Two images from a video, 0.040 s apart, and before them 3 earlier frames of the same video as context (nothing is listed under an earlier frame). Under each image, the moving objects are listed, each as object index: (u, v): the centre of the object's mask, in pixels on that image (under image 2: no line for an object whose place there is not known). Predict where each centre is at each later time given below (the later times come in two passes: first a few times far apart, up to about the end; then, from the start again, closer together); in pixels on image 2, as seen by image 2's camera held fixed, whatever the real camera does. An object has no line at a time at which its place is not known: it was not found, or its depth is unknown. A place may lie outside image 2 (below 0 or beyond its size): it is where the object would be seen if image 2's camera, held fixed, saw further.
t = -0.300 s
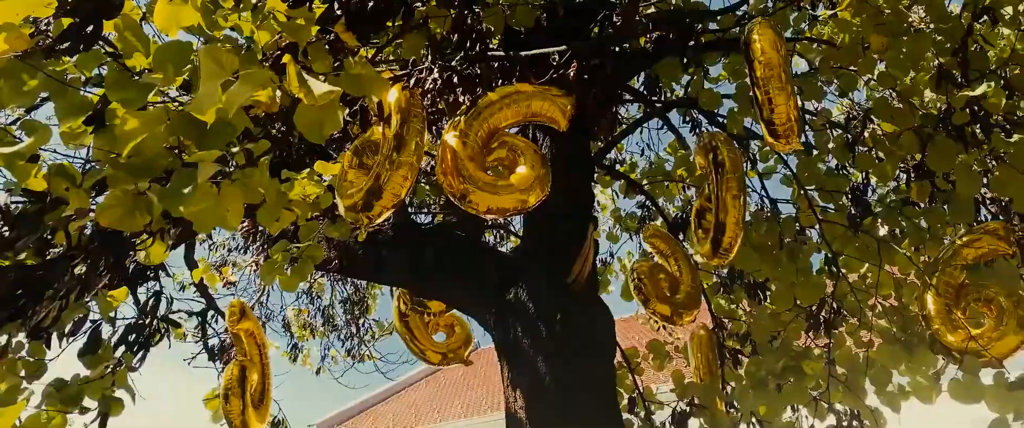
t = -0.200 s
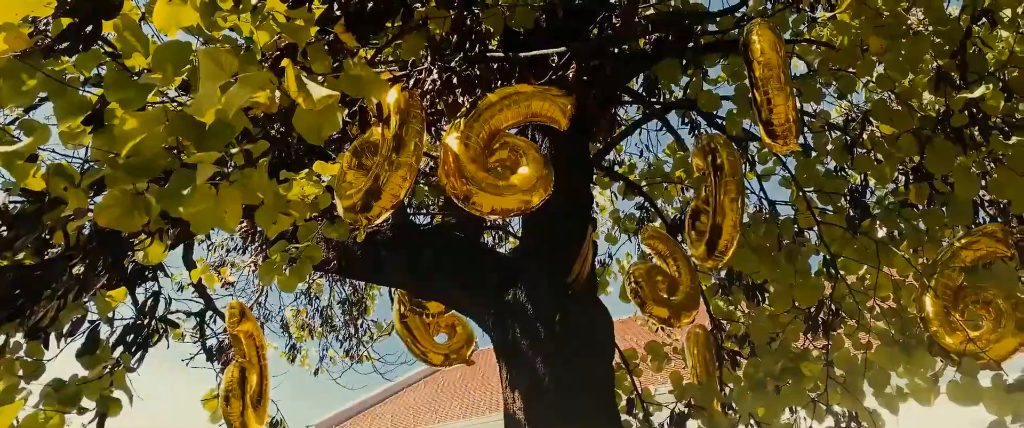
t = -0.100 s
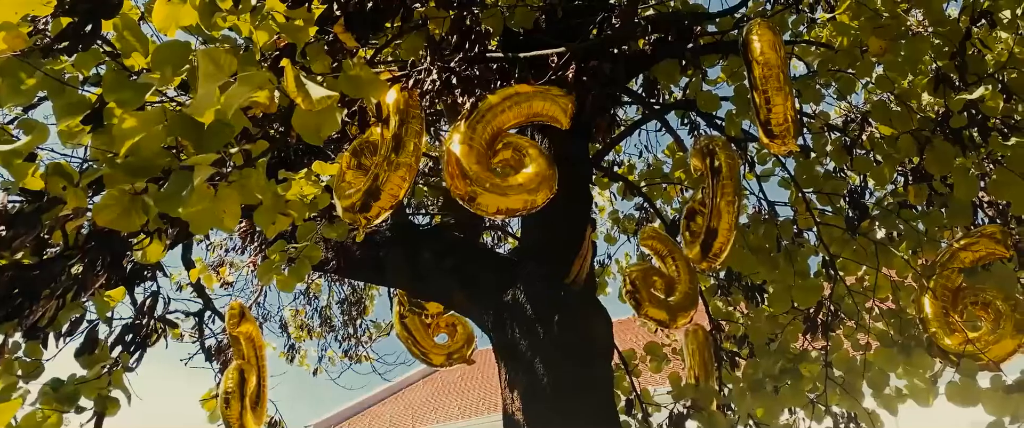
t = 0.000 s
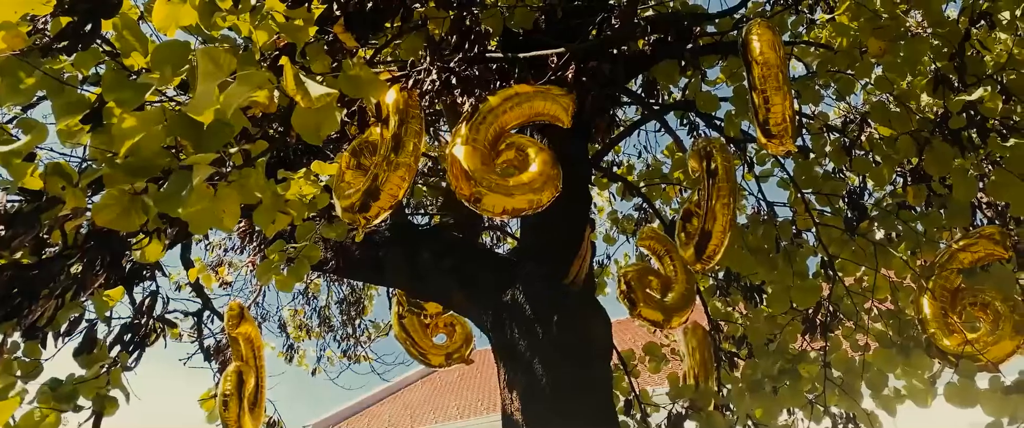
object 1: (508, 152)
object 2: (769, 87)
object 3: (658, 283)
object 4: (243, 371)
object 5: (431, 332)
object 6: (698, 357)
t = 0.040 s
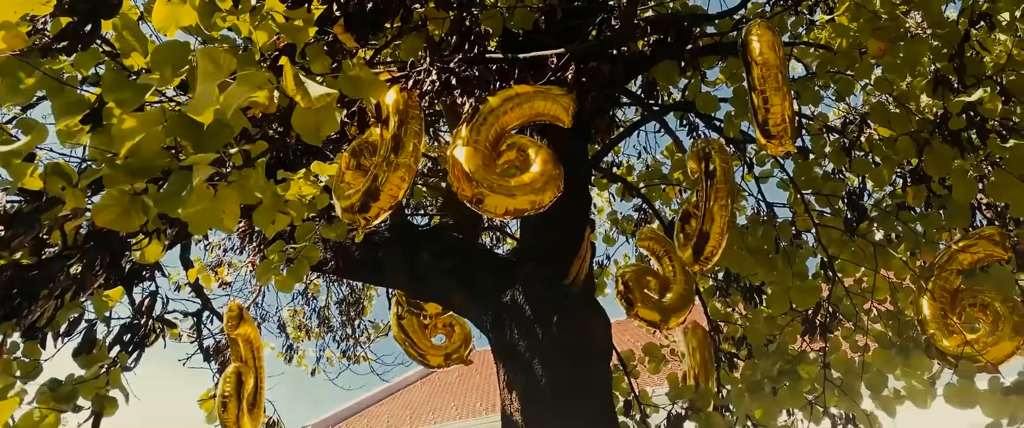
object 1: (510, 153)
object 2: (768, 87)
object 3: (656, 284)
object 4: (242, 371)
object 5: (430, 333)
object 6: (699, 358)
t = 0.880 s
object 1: (508, 149)
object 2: (767, 81)
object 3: (631, 268)
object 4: (231, 376)
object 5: (397, 324)
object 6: (692, 370)
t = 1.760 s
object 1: (513, 148)
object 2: (769, 84)
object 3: (657, 279)
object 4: (238, 373)
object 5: (415, 330)
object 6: (701, 356)
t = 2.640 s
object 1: (515, 145)
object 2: (768, 90)
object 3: (633, 281)
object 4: (247, 372)
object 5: (399, 330)
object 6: (699, 366)
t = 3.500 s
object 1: (519, 140)
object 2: (775, 70)
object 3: (640, 282)
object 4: (256, 368)
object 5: (408, 330)
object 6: (691, 342)
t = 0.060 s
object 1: (510, 153)
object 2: (768, 87)
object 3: (655, 284)
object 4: (242, 371)
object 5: (430, 333)
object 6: (699, 357)
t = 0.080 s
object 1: (511, 153)
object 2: (768, 87)
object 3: (654, 284)
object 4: (242, 371)
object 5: (429, 333)
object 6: (699, 356)
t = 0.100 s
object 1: (511, 153)
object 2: (768, 87)
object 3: (653, 284)
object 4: (241, 372)
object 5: (429, 333)
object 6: (698, 364)
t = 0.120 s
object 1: (512, 153)
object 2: (768, 87)
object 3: (653, 284)
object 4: (241, 372)
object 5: (428, 333)
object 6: (697, 356)
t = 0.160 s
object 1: (513, 152)
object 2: (768, 87)
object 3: (651, 284)
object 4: (241, 372)
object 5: (427, 333)
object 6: (697, 356)
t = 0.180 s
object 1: (514, 152)
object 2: (768, 87)
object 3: (650, 283)
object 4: (240, 372)
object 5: (426, 333)
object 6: (698, 364)
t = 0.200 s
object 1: (514, 152)
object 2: (768, 87)
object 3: (649, 283)
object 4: (240, 372)
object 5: (425, 333)
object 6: (698, 363)
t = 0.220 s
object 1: (514, 152)
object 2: (768, 87)
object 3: (648, 283)
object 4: (240, 372)
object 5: (424, 333)
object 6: (697, 357)
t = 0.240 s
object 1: (515, 152)
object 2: (768, 86)
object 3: (647, 282)
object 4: (239, 373)
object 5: (423, 333)
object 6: (698, 363)
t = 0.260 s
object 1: (515, 152)
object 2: (768, 86)
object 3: (646, 282)
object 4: (239, 373)
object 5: (423, 333)
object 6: (698, 363)
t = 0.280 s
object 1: (515, 152)
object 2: (768, 86)
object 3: (645, 282)
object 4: (239, 373)
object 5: (422, 332)
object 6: (698, 363)
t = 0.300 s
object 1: (516, 152)
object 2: (768, 86)
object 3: (644, 281)
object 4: (238, 373)
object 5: (421, 332)
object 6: (697, 357)
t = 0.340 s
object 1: (516, 152)
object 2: (767, 86)
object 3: (642, 280)
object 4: (238, 374)
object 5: (419, 332)
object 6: (697, 356)
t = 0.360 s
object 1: (516, 152)
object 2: (767, 86)
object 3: (641, 280)
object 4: (237, 374)
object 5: (417, 331)
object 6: (697, 357)
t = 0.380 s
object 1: (516, 152)
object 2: (767, 86)
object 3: (640, 279)
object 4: (237, 374)
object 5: (416, 331)
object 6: (697, 356)
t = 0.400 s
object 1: (516, 151)
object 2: (767, 86)
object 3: (639, 279)
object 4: (237, 374)
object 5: (415, 331)
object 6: (697, 357)
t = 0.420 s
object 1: (516, 151)
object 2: (767, 86)
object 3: (638, 278)
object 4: (237, 374)
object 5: (414, 331)
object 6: (697, 358)
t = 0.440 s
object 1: (516, 151)
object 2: (767, 86)
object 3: (638, 278)
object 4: (236, 376)
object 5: (413, 330)
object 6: (697, 358)
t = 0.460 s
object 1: (516, 151)
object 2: (767, 85)
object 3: (637, 277)
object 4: (236, 376)
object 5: (412, 330)
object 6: (697, 358)
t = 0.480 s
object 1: (516, 151)
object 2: (767, 85)
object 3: (636, 276)
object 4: (236, 375)
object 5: (411, 330)
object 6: (697, 359)
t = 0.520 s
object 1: (515, 151)
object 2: (767, 85)
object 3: (635, 276)
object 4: (235, 376)
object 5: (409, 329)
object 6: (697, 359)
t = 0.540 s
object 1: (515, 151)
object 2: (767, 85)
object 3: (634, 275)
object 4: (235, 376)
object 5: (408, 329)
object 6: (695, 369)
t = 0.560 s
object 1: (514, 151)
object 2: (766, 84)
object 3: (634, 275)
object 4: (235, 376)
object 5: (407, 328)
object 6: (695, 369)
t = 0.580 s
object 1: (514, 151)
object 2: (766, 84)
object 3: (634, 274)
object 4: (234, 376)
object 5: (406, 328)
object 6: (697, 359)
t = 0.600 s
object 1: (514, 151)
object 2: (767, 84)
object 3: (633, 273)
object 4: (234, 376)
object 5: (405, 328)
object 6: (695, 369)
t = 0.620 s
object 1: (513, 150)
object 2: (766, 84)
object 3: (633, 272)
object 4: (234, 376)
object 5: (404, 327)
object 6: (695, 369)
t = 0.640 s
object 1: (513, 150)
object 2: (767, 84)
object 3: (632, 271)
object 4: (233, 376)
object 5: (404, 327)
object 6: (694, 368)
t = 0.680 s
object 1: (512, 150)
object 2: (767, 83)
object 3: (632, 271)
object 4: (233, 376)
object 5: (402, 326)
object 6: (694, 368)
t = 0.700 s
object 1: (511, 149)
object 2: (766, 83)
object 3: (632, 270)
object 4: (233, 376)
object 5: (401, 326)
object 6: (693, 369)
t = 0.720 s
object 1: (511, 149)
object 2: (767, 83)
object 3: (631, 270)
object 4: (232, 376)
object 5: (400, 326)
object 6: (693, 369)
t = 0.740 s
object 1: (510, 149)
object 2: (767, 82)
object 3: (631, 269)
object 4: (232, 376)
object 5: (399, 325)
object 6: (693, 368)
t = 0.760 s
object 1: (510, 149)
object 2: (767, 82)
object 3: (631, 269)
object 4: (232, 376)
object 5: (399, 325)
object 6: (692, 362)
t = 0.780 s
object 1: (509, 149)
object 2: (767, 82)
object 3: (631, 269)
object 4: (232, 376)
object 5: (398, 325)
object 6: (692, 362)
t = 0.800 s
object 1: (509, 149)
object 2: (767, 82)
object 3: (631, 269)
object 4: (232, 376)
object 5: (398, 325)
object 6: (692, 362)
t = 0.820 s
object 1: (509, 149)
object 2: (767, 81)
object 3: (631, 269)
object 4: (232, 376)
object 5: (398, 325)
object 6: (692, 363)
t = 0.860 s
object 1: (508, 149)
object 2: (767, 81)
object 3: (631, 268)
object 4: (231, 376)
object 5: (397, 324)
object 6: (692, 363)
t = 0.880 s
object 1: (508, 149)
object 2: (767, 81)
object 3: (631, 268)
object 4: (231, 376)
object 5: (397, 324)
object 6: (692, 370)
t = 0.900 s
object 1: (508, 149)
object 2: (767, 81)
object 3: (631, 268)
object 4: (231, 376)
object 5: (396, 324)
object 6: (691, 369)
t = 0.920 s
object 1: (508, 149)
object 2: (767, 80)
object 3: (631, 268)
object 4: (231, 376)
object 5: (396, 324)
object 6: (691, 370)
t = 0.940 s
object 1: (508, 149)
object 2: (767, 80)
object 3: (632, 268)
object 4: (231, 375)
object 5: (396, 324)
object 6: (692, 371)
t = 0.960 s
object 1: (507, 149)
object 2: (767, 80)
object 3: (632, 268)
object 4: (231, 375)
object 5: (396, 324)
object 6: (691, 370)
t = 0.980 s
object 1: (507, 149)
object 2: (767, 80)
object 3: (632, 268)
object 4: (231, 375)
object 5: (396, 324)
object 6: (691, 370)
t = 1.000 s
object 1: (507, 149)
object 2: (767, 80)
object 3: (632, 268)
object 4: (231, 375)
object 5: (396, 324)
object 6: (691, 369)
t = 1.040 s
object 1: (508, 149)
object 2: (767, 80)
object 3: (633, 268)
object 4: (231, 375)
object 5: (396, 324)
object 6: (691, 370)
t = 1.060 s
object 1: (508, 149)
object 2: (767, 80)
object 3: (633, 268)
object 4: (231, 375)
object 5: (396, 324)
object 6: (691, 370)
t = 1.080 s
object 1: (508, 149)
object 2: (767, 80)
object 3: (634, 268)
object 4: (231, 375)
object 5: (396, 324)
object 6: (691, 370)
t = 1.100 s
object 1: (508, 150)
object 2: (767, 80)
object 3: (634, 268)
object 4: (231, 375)
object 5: (396, 324)
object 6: (691, 371)
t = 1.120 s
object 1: (509, 150)
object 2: (767, 80)
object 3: (635, 268)
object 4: (231, 375)
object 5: (397, 324)
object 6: (691, 370)
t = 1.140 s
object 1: (509, 150)
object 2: (767, 80)
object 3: (635, 268)
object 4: (232, 375)
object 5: (397, 324)
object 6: (691, 370)
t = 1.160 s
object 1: (509, 150)
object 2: (767, 80)
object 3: (636, 269)
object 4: (232, 375)
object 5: (397, 324)
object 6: (691, 370)
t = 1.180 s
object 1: (510, 150)
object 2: (767, 80)
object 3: (637, 269)
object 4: (232, 375)
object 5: (398, 324)
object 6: (691, 370)
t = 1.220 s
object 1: (510, 150)
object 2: (768, 80)
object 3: (637, 270)
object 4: (232, 374)
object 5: (399, 325)
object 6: (691, 369)
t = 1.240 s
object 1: (511, 150)
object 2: (768, 80)
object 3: (638, 270)
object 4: (232, 374)
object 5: (399, 325)
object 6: (692, 368)
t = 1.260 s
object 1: (511, 151)
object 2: (768, 80)
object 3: (639, 271)
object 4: (232, 374)
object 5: (400, 325)
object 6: (692, 369)
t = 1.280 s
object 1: (512, 151)
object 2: (767, 80)
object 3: (640, 271)
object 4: (233, 374)
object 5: (401, 326)
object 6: (692, 367)
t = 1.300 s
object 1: (512, 151)
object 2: (768, 80)
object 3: (641, 271)
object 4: (233, 374)
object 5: (401, 326)
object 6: (692, 367)
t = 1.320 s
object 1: (512, 151)
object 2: (767, 80)
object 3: (642, 272)
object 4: (233, 374)
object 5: (401, 326)
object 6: (692, 368)
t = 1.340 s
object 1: (512, 151)
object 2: (767, 80)
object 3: (642, 272)
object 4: (233, 374)
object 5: (402, 326)
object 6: (693, 368)
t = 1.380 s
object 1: (513, 151)
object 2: (768, 80)
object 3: (644, 273)
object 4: (234, 374)
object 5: (404, 327)
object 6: (693, 366)
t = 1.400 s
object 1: (513, 151)
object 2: (767, 80)
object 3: (646, 275)
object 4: (234, 374)
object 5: (405, 327)
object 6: (693, 366)
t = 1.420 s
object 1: (513, 151)
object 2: (767, 81)
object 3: (647, 275)
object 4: (234, 374)
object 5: (405, 327)
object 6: (694, 367)
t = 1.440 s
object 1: (513, 151)
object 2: (767, 81)
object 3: (647, 275)
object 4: (234, 374)
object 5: (406, 327)
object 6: (694, 367)
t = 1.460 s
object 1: (513, 151)
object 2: (767, 81)
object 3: (649, 276)
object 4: (234, 374)
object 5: (406, 328)
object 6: (695, 367)
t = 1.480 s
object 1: (513, 151)
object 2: (767, 81)
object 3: (649, 276)
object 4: (235, 373)
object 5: (408, 328)
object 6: (695, 367)
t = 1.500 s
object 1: (513, 151)
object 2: (767, 81)
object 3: (651, 276)
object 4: (235, 373)
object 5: (408, 328)
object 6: (696, 367)
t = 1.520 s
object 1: (513, 150)
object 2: (768, 81)
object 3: (652, 276)
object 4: (235, 373)
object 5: (409, 328)
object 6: (698, 361)
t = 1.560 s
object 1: (514, 150)
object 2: (768, 82)
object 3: (653, 277)
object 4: (236, 373)
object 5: (410, 329)
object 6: (699, 361)
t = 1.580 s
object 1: (514, 150)
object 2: (768, 82)
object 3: (654, 277)
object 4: (236, 373)
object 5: (411, 329)
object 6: (699, 360)
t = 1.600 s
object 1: (514, 150)
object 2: (768, 82)
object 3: (654, 277)
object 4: (236, 373)
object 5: (411, 329)
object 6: (699, 360)
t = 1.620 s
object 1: (514, 150)
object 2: (768, 83)
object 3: (655, 277)
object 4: (237, 373)
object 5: (412, 329)
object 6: (698, 357)
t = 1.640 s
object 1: (514, 150)
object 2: (768, 83)
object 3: (655, 277)
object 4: (237, 373)
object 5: (413, 330)
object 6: (698, 357)
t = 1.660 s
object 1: (514, 149)
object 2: (768, 83)
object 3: (655, 278)
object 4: (237, 373)
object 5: (413, 330)
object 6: (698, 357)
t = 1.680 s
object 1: (513, 149)
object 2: (769, 83)
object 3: (656, 278)
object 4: (237, 373)
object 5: (414, 330)
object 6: (699, 356)
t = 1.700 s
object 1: (513, 149)
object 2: (769, 83)
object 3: (656, 278)
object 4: (238, 373)
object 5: (414, 330)
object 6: (699, 357)
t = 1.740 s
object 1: (513, 149)
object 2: (769, 84)
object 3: (657, 279)
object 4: (238, 373)
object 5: (415, 330)
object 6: (700, 356)
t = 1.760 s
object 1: (513, 148)
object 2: (769, 84)
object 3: (657, 279)
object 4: (238, 373)
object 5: (415, 330)
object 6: (701, 356)
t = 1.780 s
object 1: (513, 148)
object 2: (769, 84)
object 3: (657, 280)
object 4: (239, 373)
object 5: (416, 330)
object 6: (701, 356)
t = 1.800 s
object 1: (513, 148)
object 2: (770, 84)
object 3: (657, 280)
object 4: (239, 373)
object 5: (416, 330)
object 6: (702, 356)
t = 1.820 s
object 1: (513, 148)
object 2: (770, 84)
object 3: (657, 280)
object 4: (239, 373)
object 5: (416, 330)
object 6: (701, 356)
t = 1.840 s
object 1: (513, 148)
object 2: (770, 85)
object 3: (656, 281)
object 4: (239, 373)
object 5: (416, 330)
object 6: (701, 356)
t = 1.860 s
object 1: (513, 147)
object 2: (770, 85)
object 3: (656, 281)
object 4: (240, 373)
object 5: (416, 331)
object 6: (701, 356)
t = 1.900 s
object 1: (513, 147)
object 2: (770, 85)
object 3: (656, 282)
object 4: (241, 373)
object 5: (416, 330)
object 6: (702, 356)
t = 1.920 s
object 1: (513, 147)
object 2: (770, 85)
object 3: (656, 283)
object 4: (241, 373)
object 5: (415, 330)
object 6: (702, 356)
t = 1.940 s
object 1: (513, 147)
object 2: (770, 85)
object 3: (655, 283)
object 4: (241, 373)
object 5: (415, 330)
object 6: (702, 355)
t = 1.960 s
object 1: (513, 147)
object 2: (770, 86)
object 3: (655, 283)
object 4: (241, 373)
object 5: (415, 330)
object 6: (702, 355)
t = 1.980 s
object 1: (513, 147)
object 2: (770, 86)
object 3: (654, 284)
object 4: (242, 372)
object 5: (415, 330)
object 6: (702, 355)
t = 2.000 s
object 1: (513, 147)
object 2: (770, 86)
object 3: (654, 284)
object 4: (242, 373)
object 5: (414, 330)
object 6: (702, 355)
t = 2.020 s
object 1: (514, 147)
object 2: (770, 87)
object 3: (653, 285)
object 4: (243, 373)
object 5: (414, 330)
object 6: (702, 355)
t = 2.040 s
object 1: (514, 146)
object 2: (770, 87)
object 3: (653, 285)
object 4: (243, 373)
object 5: (414, 330)
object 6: (702, 354)
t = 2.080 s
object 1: (514, 146)
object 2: (771, 87)
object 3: (652, 286)
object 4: (244, 373)
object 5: (413, 330)
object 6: (702, 355)
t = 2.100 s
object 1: (514, 146)
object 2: (771, 88)
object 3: (651, 286)
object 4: (244, 373)
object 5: (412, 330)
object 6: (706, 368)
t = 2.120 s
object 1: (514, 146)
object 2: (771, 88)
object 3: (650, 286)
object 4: (244, 373)
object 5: (412, 331)
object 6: (706, 367)
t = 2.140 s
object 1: (514, 146)
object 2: (771, 88)
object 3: (650, 287)
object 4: (245, 373)
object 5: (412, 331)
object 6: (706, 367)
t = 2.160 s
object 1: (514, 146)
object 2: (771, 88)
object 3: (649, 287)
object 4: (245, 373)
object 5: (411, 331)
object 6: (706, 367)
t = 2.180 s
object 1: (514, 146)
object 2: (771, 89)
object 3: (648, 287)
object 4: (245, 373)
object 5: (411, 331)
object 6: (706, 367)
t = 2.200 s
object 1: (514, 145)
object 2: (771, 89)
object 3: (648, 287)
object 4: (245, 373)
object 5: (410, 331)
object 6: (706, 367)
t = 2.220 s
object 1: (515, 145)
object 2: (771, 89)
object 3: (647, 287)
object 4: (246, 373)
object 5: (410, 331)
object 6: (706, 366)
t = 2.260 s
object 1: (515, 145)
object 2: (771, 89)
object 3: (646, 287)
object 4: (246, 373)
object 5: (409, 331)
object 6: (706, 367)
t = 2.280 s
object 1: (515, 145)
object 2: (771, 89)
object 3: (646, 287)
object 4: (246, 373)
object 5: (408, 331)
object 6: (705, 366)
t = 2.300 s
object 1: (515, 145)
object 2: (771, 90)
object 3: (645, 287)
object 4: (246, 373)
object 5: (408, 331)
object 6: (705, 366)
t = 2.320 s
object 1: (514, 145)
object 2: (771, 90)
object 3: (644, 287)
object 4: (247, 373)
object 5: (407, 331)
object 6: (705, 367)
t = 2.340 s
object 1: (515, 145)
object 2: (771, 90)
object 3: (644, 287)
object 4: (247, 373)
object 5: (407, 331)
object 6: (705, 368)
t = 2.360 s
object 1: (515, 145)
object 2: (771, 90)
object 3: (642, 287)
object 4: (247, 373)
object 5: (406, 331)
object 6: (705, 368)
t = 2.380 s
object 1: (514, 145)
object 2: (771, 90)
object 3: (641, 286)
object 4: (247, 373)
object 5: (405, 331)
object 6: (704, 367)
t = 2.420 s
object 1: (514, 145)
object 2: (770, 90)
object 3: (640, 286)
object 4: (247, 373)
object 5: (404, 331)
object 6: (704, 367)
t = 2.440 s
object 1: (514, 145)
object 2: (771, 90)
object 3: (639, 285)
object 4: (247, 373)
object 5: (404, 331)
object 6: (704, 368)
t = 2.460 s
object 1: (514, 145)
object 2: (770, 90)
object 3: (638, 285)
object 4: (247, 373)
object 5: (403, 331)
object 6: (703, 367)
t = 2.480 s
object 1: (514, 145)
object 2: (770, 90)
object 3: (638, 284)
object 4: (247, 373)
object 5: (402, 331)
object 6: (703, 368)
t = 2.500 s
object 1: (514, 145)
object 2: (769, 90)
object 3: (638, 284)
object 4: (247, 373)
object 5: (402, 331)
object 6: (703, 369)
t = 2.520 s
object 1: (514, 145)
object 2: (769, 90)
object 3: (637, 284)
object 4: (247, 373)
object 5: (401, 331)
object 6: (702, 368)
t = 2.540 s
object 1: (514, 145)
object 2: (769, 91)
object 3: (637, 283)
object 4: (247, 373)
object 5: (401, 331)
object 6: (701, 368)
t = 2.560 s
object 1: (514, 145)
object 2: (769, 91)
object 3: (636, 283)
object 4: (247, 373)
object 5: (401, 331)
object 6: (701, 367)
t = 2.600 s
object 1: (514, 145)
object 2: (768, 90)
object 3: (634, 282)
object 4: (247, 373)
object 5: (400, 331)
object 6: (700, 366)
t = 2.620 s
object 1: (515, 145)
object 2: (768, 90)
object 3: (634, 282)
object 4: (247, 372)
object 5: (399, 330)
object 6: (700, 365)
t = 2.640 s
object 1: (515, 145)
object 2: (768, 90)
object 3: (633, 281)
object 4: (247, 372)
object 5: (399, 330)
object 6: (699, 366)
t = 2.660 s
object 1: (515, 145)
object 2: (768, 90)
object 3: (633, 281)
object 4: (247, 372)
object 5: (399, 330)
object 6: (699, 365)
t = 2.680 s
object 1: (515, 145)
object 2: (768, 90)
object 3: (632, 281)
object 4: (248, 372)
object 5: (399, 330)
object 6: (699, 365)
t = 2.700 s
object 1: (515, 145)
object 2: (767, 90)
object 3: (632, 280)
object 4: (248, 372)
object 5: (398, 331)
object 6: (698, 364)
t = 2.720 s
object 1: (515, 145)
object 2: (767, 89)
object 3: (631, 280)
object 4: (248, 372)
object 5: (398, 330)
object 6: (697, 363)
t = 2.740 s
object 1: (515, 145)
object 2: (767, 89)
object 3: (630, 279)
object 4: (248, 372)
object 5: (398, 330)
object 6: (697, 363)
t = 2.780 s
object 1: (515, 145)
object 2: (767, 89)
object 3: (629, 279)
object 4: (248, 372)
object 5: (397, 330)
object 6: (697, 363)
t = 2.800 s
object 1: (515, 145)
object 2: (767, 88)
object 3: (628, 279)
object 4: (248, 372)
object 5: (397, 330)
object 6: (696, 363)
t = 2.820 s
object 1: (515, 145)
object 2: (767, 88)
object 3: (628, 279)
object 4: (248, 372)
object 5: (397, 330)
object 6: (696, 362)
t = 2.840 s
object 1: (515, 145)
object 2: (767, 88)
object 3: (628, 279)
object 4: (249, 372)
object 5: (397, 330)
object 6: (696, 362)
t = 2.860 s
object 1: (515, 145)
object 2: (767, 87)
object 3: (628, 279)
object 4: (249, 372)
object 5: (397, 330)
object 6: (695, 361)
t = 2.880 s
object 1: (515, 145)
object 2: (768, 87)
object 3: (628, 279)
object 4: (249, 371)
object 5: (396, 330)
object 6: (695, 360)
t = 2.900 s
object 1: (515, 145)
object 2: (768, 86)
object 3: (628, 279)
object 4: (249, 371)
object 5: (396, 330)
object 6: (693, 353)
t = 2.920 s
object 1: (515, 145)
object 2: (768, 86)
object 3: (628, 278)
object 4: (249, 371)
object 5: (396, 330)
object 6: (694, 360)
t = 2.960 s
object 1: (515, 144)
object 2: (768, 84)
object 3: (629, 278)
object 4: (250, 371)
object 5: (396, 330)
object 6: (694, 359)
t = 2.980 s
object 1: (516, 144)
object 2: (768, 84)
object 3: (629, 277)
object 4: (251, 371)
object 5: (396, 330)
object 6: (693, 359)
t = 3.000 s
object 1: (516, 144)
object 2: (768, 83)
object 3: (629, 277)
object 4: (251, 371)
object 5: (396, 330)
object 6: (693, 358)
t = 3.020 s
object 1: (516, 144)
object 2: (768, 83)
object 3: (629, 277)
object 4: (251, 370)
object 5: (397, 330)
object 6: (693, 359)
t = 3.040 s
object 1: (516, 144)
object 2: (768, 82)
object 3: (627, 277)
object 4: (252, 370)
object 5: (397, 330)
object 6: (693, 359)
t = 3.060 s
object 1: (516, 144)
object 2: (769, 81)
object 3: (627, 277)
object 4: (252, 370)
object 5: (397, 330)
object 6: (693, 359)
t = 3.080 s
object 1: (516, 144)
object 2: (768, 81)
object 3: (627, 277)
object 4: (252, 370)
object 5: (397, 330)
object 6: (691, 352)
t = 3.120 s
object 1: (516, 144)
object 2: (769, 80)
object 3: (628, 277)
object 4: (253, 369)
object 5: (398, 330)
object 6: (690, 352)
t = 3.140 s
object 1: (516, 144)
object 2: (769, 79)
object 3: (629, 277)
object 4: (253, 369)
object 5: (398, 330)
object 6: (690, 352)
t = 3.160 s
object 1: (517, 143)
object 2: (769, 78)
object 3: (629, 277)
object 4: (253, 369)
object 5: (399, 330)
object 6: (690, 359)
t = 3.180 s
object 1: (517, 143)
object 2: (769, 78)
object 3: (630, 277)
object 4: (254, 369)
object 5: (399, 330)
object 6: (690, 358)
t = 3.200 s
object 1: (517, 143)
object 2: (770, 77)
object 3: (631, 277)
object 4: (254, 369)
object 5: (399, 330)
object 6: (689, 358)
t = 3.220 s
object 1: (517, 143)
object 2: (770, 77)
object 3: (631, 278)
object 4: (254, 369)
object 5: (400, 330)
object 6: (689, 358)
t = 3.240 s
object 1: (517, 143)
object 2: (771, 76)
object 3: (632, 278)
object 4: (255, 369)
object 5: (400, 330)
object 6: (689, 357)
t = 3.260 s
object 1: (517, 143)
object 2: (771, 76)
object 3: (633, 278)
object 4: (255, 369)
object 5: (401, 330)
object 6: (689, 358)
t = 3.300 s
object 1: (518, 142)
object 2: (772, 75)
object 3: (634, 278)
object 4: (255, 369)
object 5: (402, 330)
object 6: (689, 357)
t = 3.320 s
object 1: (518, 142)
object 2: (772, 74)
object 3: (635, 279)
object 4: (255, 369)
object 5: (402, 330)
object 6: (689, 356)
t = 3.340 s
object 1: (518, 142)
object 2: (772, 73)
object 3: (636, 278)
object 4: (256, 369)
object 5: (403, 330)
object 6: (690, 348)
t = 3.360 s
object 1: (518, 142)
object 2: (773, 73)
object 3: (636, 279)
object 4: (256, 369)
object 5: (404, 330)
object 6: (691, 346)
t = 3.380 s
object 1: (519, 141)
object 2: (773, 72)
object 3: (637, 279)
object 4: (256, 369)
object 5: (404, 330)
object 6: (691, 346)
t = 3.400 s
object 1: (519, 141)
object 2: (774, 72)
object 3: (637, 279)
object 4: (256, 369)
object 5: (405, 331)
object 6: (691, 345)
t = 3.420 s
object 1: (519, 141)
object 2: (774, 71)
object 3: (638, 280)
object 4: (256, 368)
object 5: (405, 331)
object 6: (691, 344)
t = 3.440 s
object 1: (519, 141)
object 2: (774, 71)
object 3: (638, 280)
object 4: (256, 368)
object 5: (406, 330)
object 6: (690, 343)
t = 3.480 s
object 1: (519, 141)
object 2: (775, 70)
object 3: (640, 282)
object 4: (256, 368)
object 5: (407, 330)
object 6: (690, 342)
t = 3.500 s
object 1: (519, 140)
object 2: (775, 70)
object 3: (640, 282)
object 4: (256, 368)
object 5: (408, 330)
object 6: (691, 342)
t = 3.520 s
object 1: (520, 140)
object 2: (776, 70)
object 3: (641, 283)
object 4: (256, 368)
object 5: (408, 330)
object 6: (691, 341)
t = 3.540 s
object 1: (520, 140)
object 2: (776, 70)
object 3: (641, 283)
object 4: (256, 368)
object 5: (409, 330)
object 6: (691, 341)
